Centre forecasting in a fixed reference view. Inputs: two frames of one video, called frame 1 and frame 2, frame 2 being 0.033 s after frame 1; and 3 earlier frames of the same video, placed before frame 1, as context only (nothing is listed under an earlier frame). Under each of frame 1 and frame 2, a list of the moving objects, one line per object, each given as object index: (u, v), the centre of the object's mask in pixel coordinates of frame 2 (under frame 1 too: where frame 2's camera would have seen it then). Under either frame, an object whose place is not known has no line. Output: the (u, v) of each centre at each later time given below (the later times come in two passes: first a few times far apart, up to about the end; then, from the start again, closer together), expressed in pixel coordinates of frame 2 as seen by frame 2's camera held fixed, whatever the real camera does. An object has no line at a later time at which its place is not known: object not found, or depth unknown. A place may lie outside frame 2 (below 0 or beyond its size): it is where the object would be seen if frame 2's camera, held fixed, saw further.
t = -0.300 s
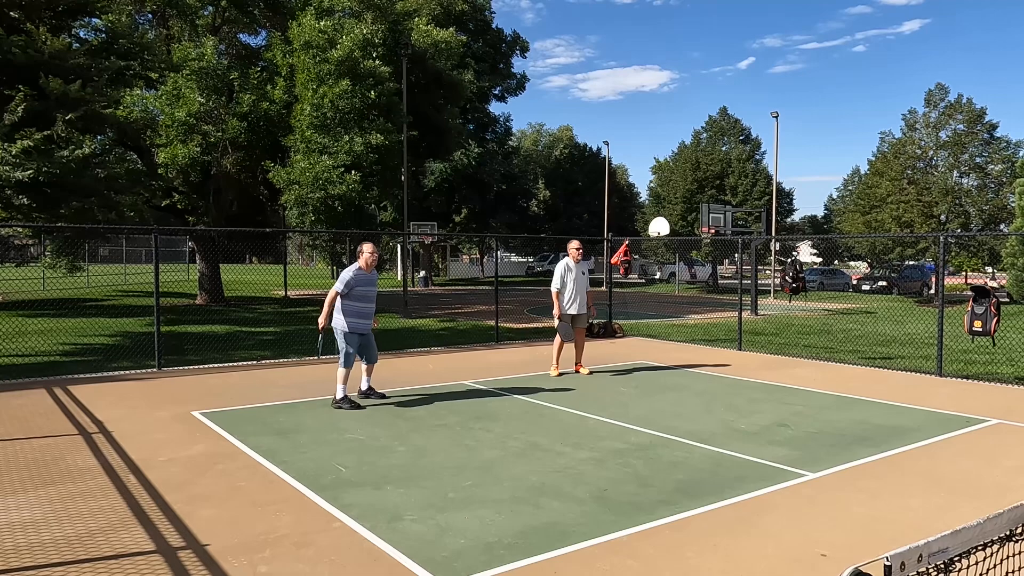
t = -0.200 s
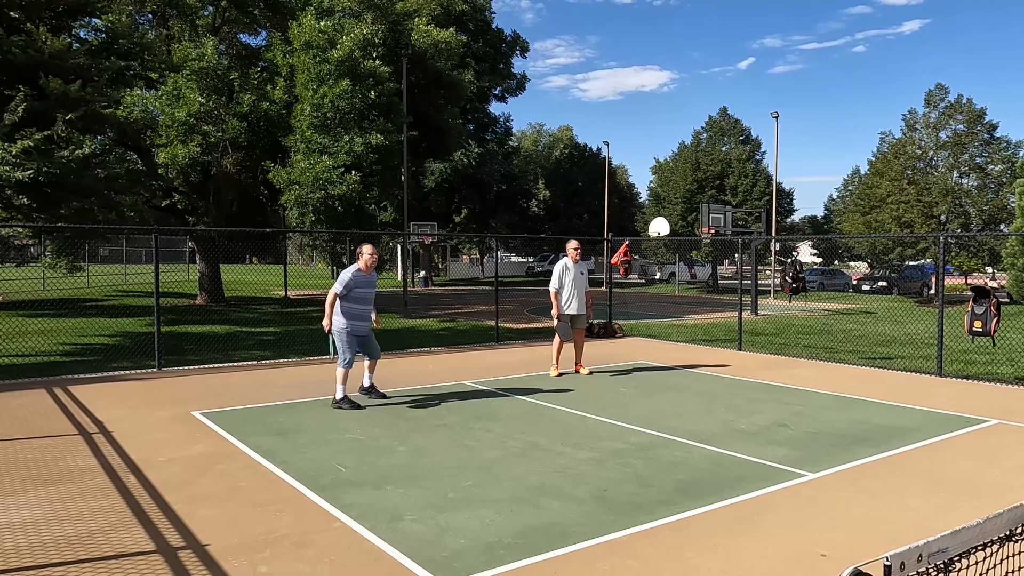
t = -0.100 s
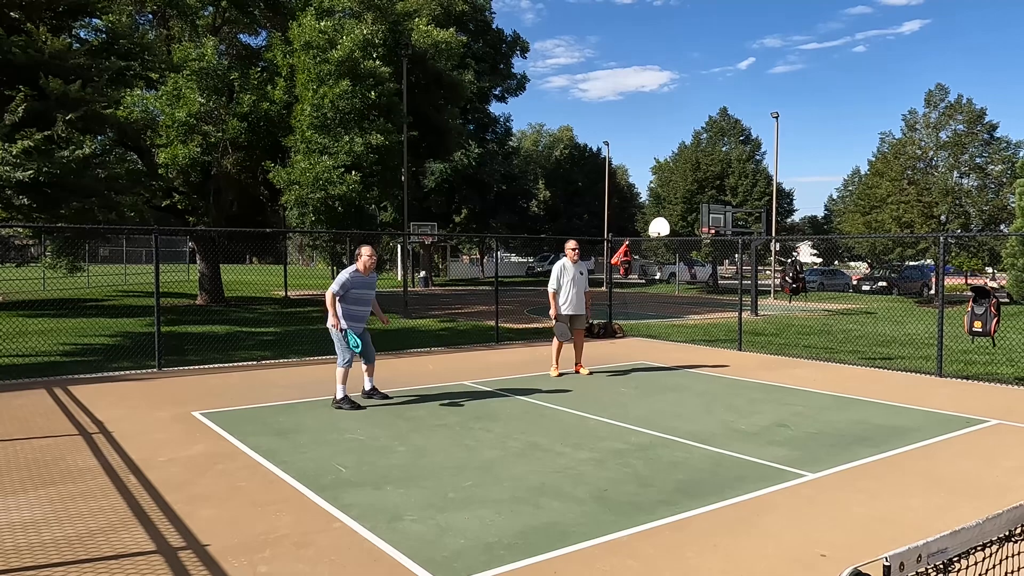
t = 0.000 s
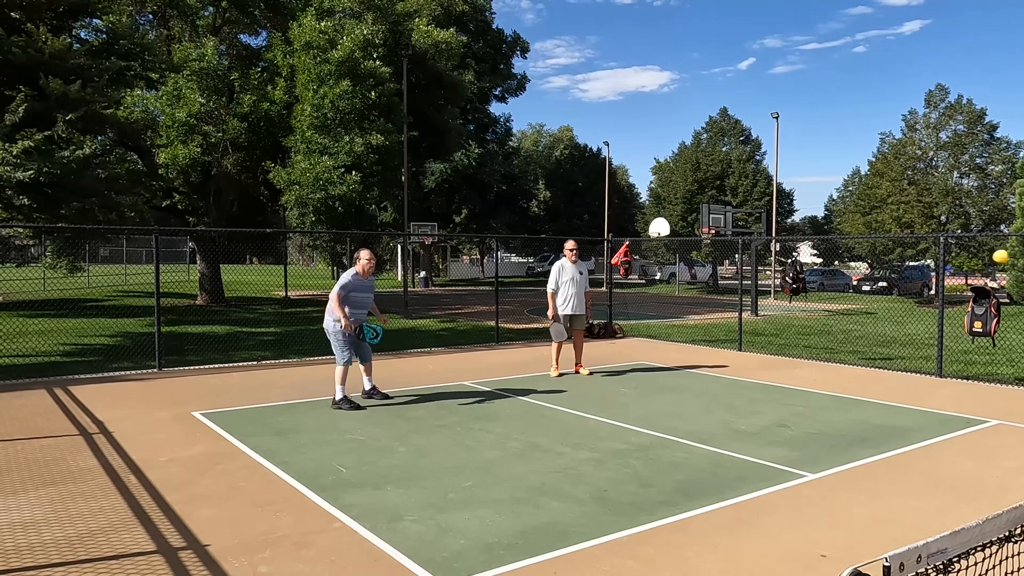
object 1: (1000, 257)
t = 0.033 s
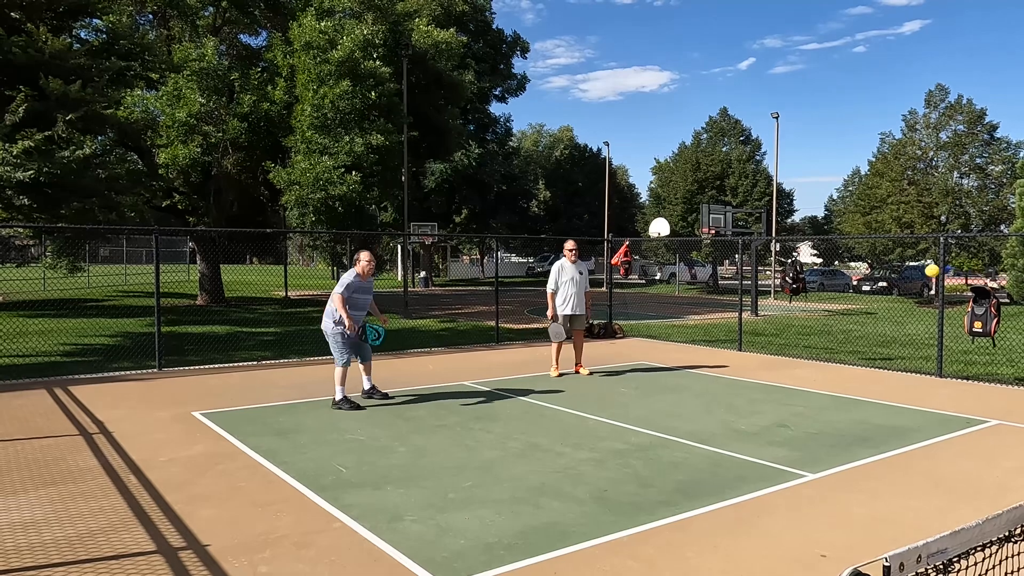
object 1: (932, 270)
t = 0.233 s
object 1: (641, 360)
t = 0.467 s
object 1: (472, 385)
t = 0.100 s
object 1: (815, 300)
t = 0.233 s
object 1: (641, 360)
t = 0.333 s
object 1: (545, 408)
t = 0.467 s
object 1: (472, 385)
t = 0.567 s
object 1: (435, 353)
